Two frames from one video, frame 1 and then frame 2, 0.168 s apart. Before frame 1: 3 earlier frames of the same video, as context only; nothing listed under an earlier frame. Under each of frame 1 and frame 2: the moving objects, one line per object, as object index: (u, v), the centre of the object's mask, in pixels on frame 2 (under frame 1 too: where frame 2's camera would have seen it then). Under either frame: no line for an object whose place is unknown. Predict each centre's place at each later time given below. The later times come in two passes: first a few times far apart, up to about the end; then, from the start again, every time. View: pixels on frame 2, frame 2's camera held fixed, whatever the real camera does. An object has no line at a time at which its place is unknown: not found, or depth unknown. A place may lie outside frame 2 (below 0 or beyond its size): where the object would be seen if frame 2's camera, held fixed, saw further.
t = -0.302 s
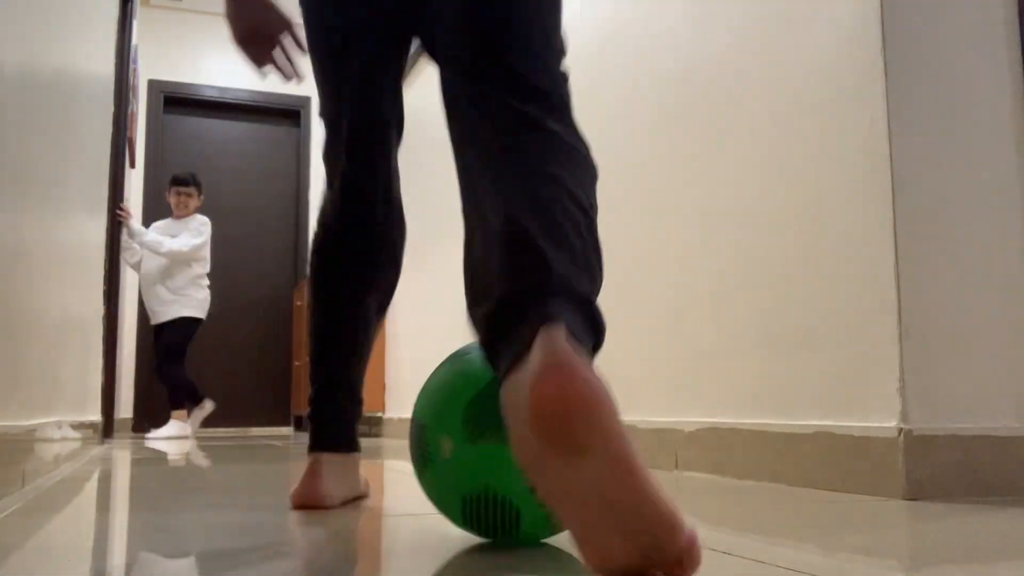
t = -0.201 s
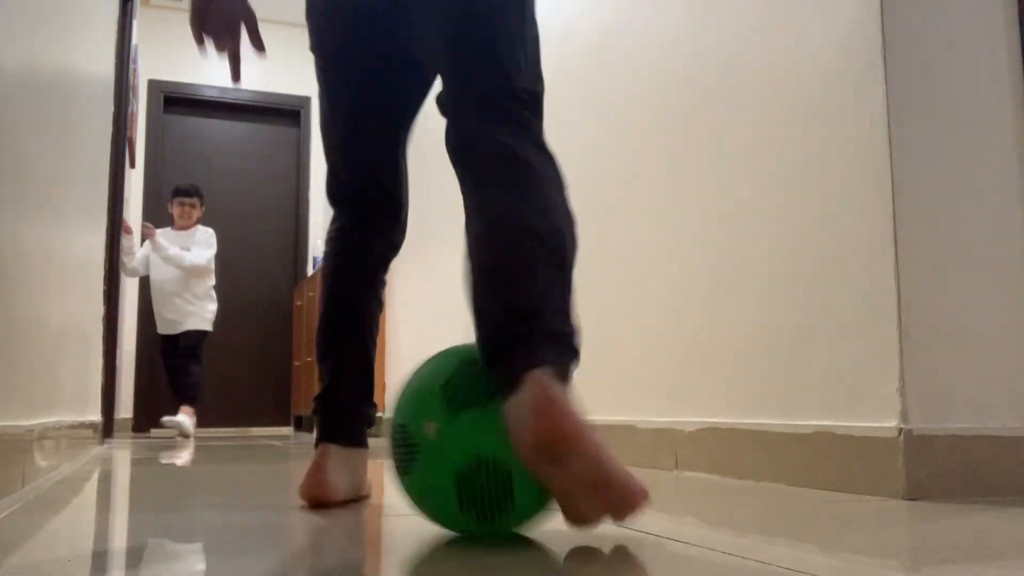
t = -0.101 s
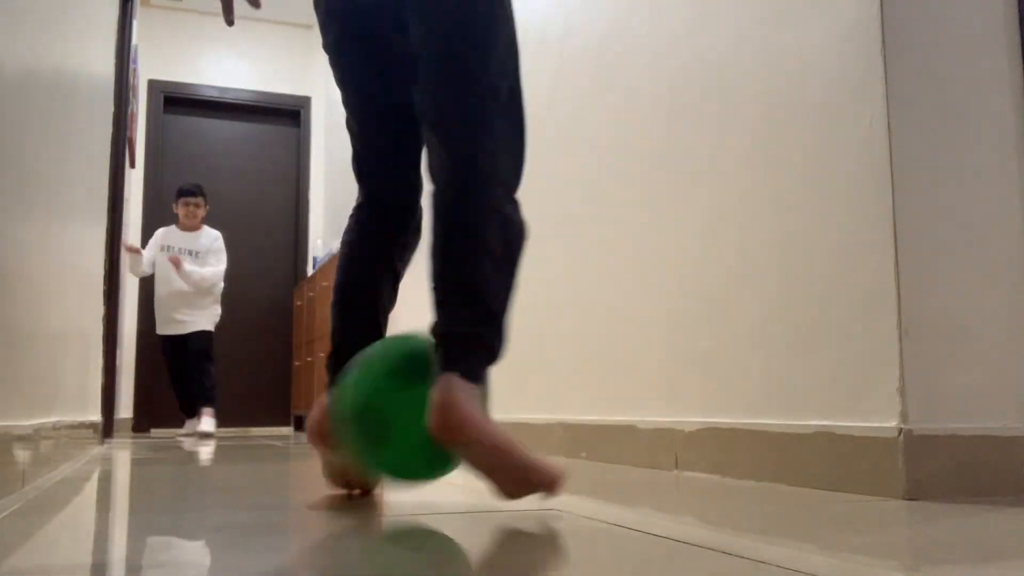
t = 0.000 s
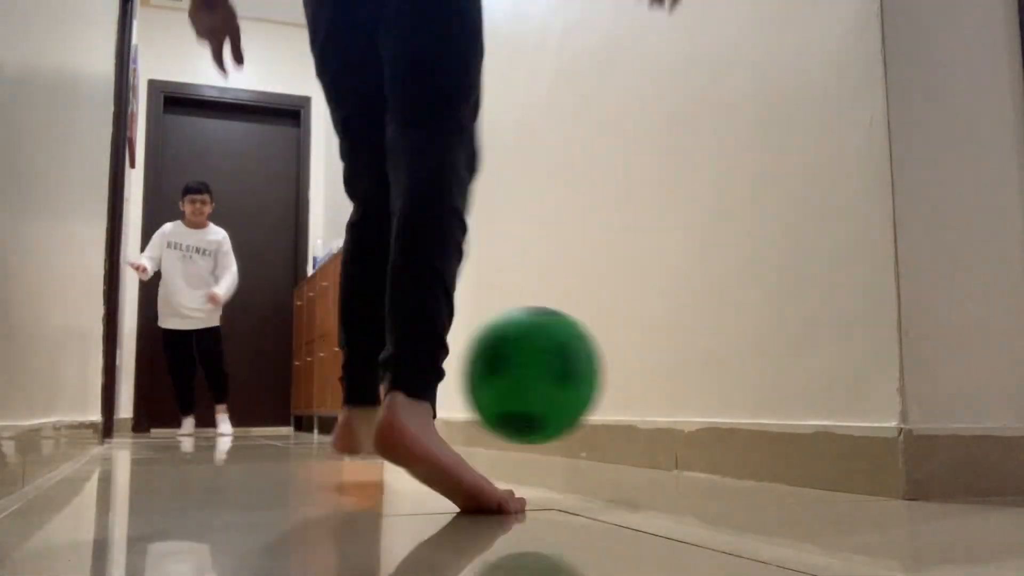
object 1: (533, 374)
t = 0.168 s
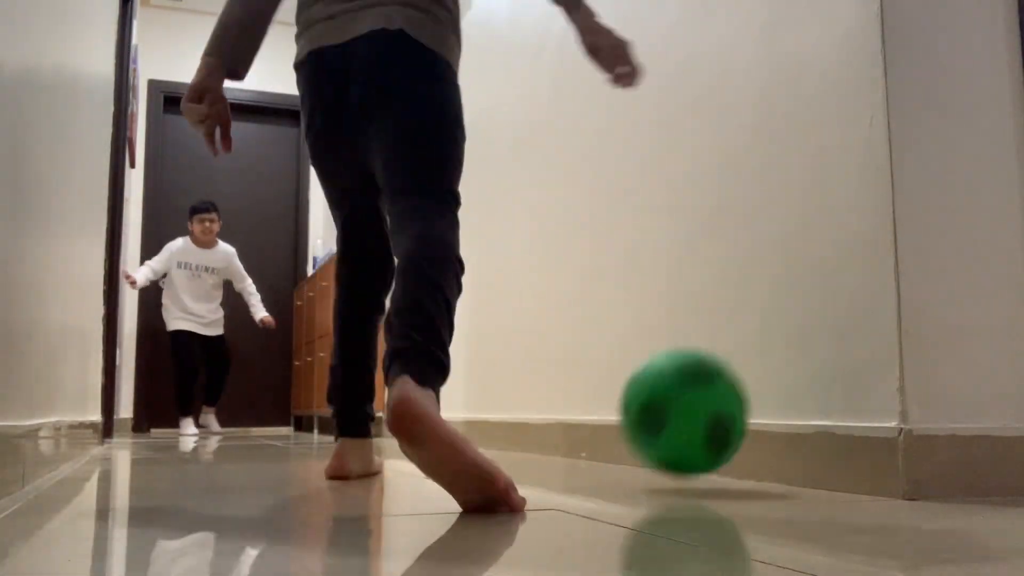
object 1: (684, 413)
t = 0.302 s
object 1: (744, 384)
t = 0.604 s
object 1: (604, 392)
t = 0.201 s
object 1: (705, 396)
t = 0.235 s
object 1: (724, 388)
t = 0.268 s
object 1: (743, 387)
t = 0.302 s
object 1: (744, 384)
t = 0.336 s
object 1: (723, 383)
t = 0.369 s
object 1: (703, 388)
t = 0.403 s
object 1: (682, 401)
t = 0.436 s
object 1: (661, 420)
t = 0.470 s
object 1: (645, 427)
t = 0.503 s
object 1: (634, 408)
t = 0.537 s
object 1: (624, 396)
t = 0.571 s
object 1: (614, 390)
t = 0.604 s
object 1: (604, 392)
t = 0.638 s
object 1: (595, 400)
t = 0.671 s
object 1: (585, 415)
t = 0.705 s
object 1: (574, 430)
